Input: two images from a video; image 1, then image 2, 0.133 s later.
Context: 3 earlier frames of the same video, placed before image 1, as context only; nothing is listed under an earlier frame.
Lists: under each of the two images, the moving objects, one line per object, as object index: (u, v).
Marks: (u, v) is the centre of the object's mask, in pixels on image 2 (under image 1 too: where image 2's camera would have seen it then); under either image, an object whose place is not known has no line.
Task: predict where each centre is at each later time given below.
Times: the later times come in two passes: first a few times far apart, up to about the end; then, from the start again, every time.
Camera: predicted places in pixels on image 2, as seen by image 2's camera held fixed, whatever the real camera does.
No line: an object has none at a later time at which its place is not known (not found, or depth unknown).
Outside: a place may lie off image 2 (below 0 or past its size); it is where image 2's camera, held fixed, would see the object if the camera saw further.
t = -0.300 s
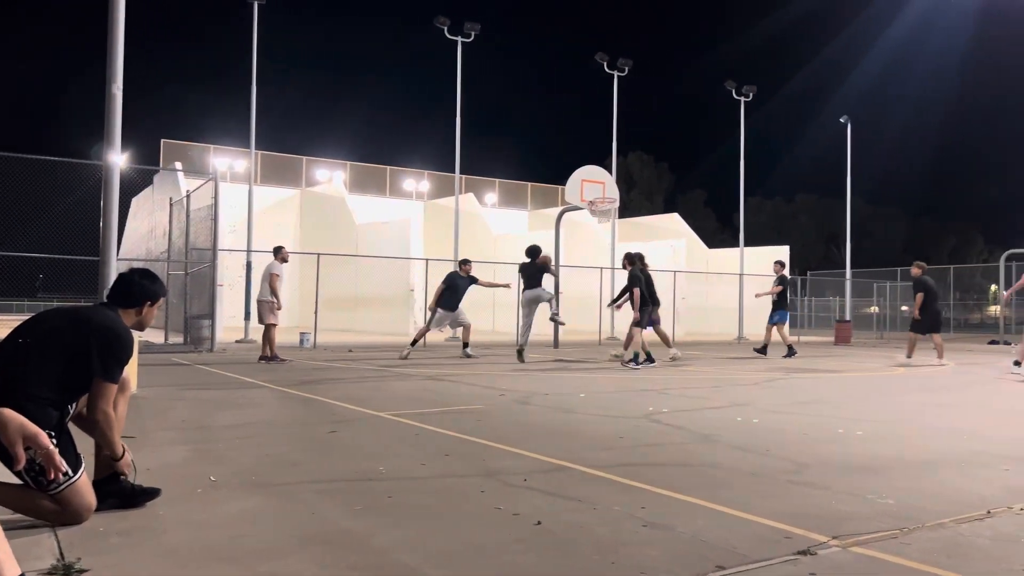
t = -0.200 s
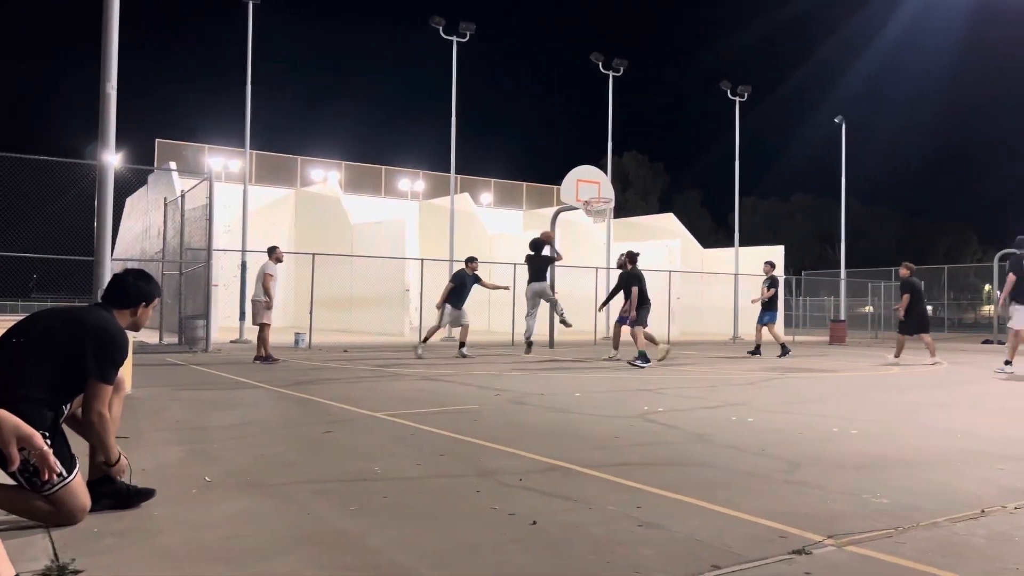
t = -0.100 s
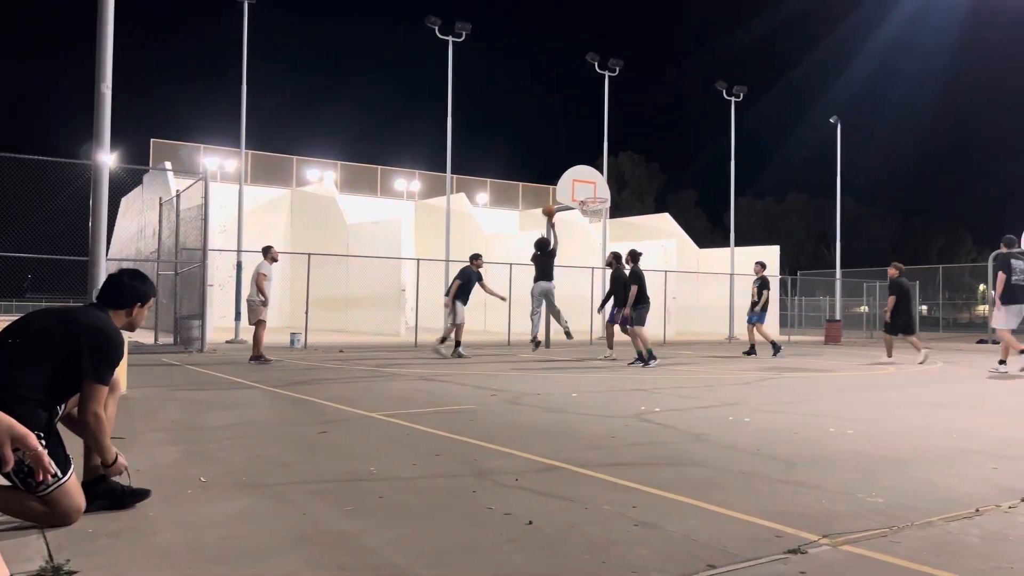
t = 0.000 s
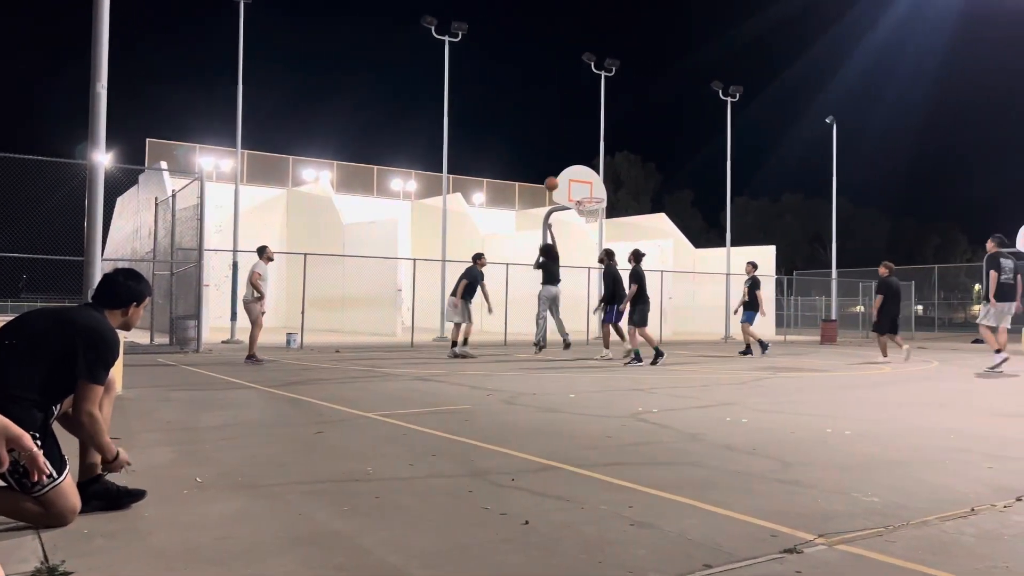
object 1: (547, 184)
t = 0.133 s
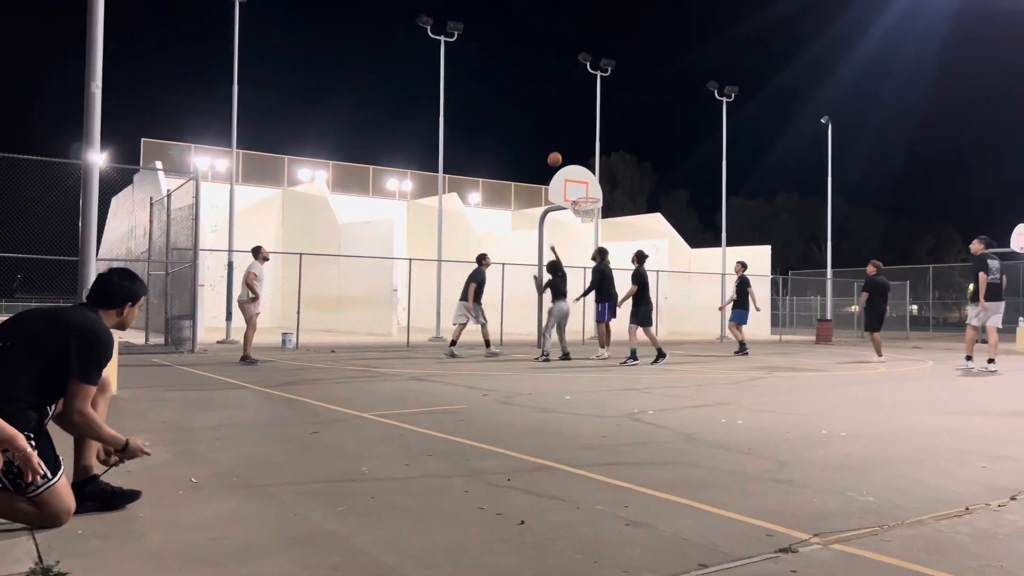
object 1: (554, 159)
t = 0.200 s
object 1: (558, 151)
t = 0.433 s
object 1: (569, 143)
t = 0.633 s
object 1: (577, 158)
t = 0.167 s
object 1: (556, 155)
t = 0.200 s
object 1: (558, 151)
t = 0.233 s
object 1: (560, 148)
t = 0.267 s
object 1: (561, 146)
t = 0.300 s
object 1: (563, 144)
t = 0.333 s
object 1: (564, 143)
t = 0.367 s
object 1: (566, 142)
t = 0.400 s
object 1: (567, 142)
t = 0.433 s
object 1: (569, 143)
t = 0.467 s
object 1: (570, 144)
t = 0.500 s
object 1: (571, 146)
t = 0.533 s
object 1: (573, 148)
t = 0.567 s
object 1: (574, 151)
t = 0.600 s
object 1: (575, 154)
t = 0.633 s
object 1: (577, 158)
